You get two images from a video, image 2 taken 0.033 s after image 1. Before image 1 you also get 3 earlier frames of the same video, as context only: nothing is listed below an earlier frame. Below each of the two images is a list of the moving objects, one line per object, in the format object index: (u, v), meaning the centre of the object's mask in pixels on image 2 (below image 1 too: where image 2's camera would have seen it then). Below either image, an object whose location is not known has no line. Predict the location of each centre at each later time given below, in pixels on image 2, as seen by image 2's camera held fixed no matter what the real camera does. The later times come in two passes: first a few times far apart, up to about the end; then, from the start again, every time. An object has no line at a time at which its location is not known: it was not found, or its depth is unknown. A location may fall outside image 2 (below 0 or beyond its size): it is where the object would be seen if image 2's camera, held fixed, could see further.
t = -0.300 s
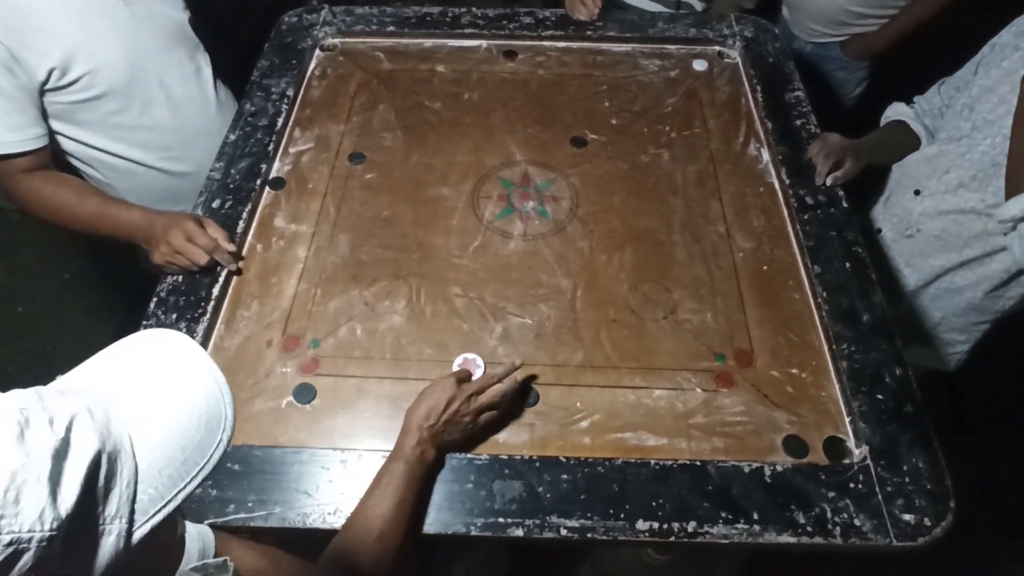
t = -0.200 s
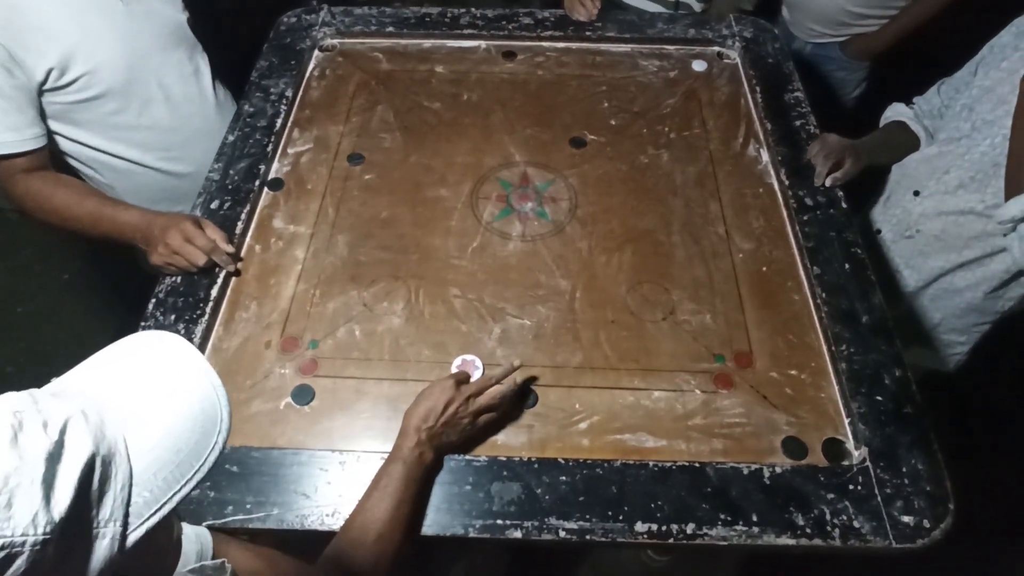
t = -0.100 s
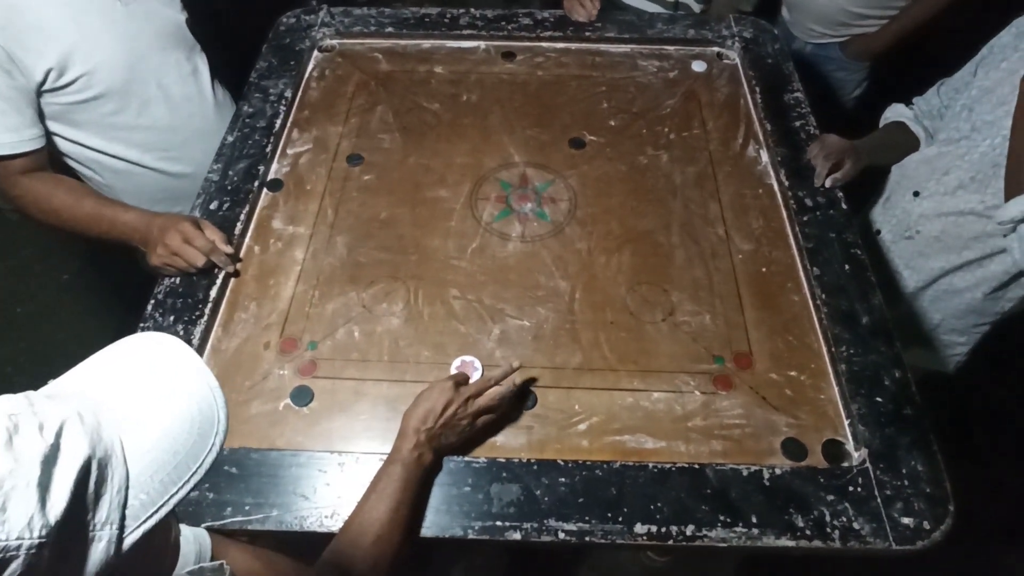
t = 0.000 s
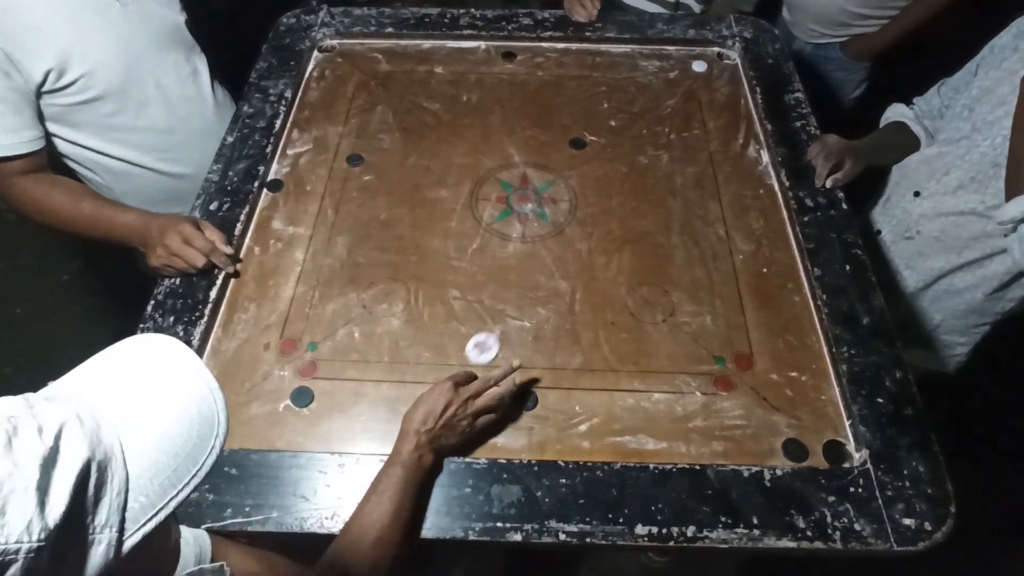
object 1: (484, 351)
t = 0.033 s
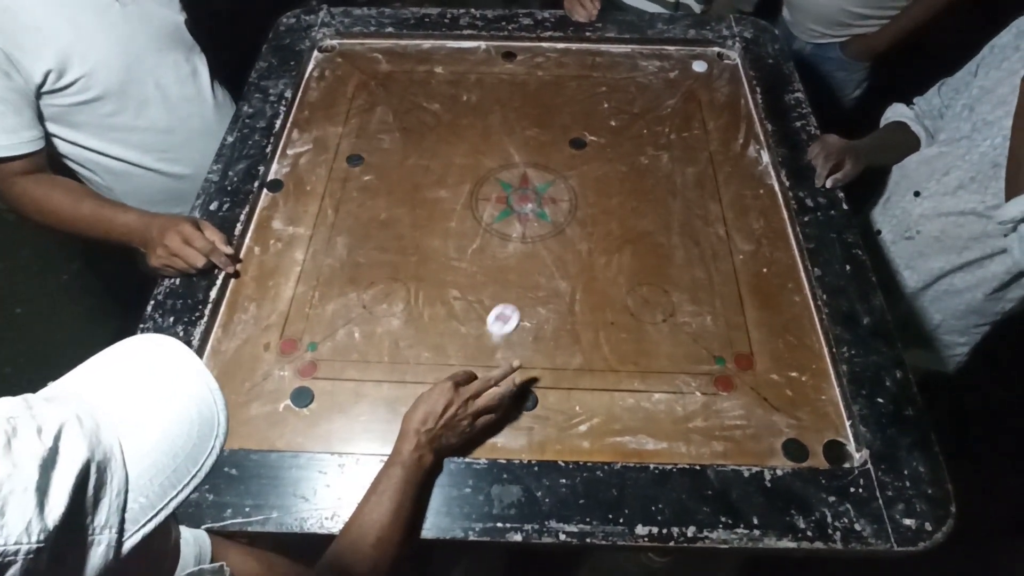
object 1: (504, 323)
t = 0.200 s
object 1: (585, 207)
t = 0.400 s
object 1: (650, 117)
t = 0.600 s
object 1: (684, 60)
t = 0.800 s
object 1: (693, 70)
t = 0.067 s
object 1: (523, 295)
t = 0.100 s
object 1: (540, 270)
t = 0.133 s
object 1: (556, 248)
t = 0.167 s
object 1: (571, 226)
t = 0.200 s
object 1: (585, 207)
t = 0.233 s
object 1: (598, 189)
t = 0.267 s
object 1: (610, 172)
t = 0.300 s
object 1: (621, 158)
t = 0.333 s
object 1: (631, 143)
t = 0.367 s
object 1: (641, 130)
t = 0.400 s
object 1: (650, 117)
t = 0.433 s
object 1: (659, 105)
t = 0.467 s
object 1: (667, 94)
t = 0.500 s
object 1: (674, 83)
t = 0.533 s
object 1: (681, 74)
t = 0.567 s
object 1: (684, 66)
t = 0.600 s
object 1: (684, 60)
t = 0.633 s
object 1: (684, 55)
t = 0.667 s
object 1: (685, 57)
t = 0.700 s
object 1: (687, 60)
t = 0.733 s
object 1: (689, 64)
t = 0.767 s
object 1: (691, 67)
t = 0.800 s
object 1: (693, 70)
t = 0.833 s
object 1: (694, 73)
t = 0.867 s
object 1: (696, 76)
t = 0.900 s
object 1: (698, 79)
